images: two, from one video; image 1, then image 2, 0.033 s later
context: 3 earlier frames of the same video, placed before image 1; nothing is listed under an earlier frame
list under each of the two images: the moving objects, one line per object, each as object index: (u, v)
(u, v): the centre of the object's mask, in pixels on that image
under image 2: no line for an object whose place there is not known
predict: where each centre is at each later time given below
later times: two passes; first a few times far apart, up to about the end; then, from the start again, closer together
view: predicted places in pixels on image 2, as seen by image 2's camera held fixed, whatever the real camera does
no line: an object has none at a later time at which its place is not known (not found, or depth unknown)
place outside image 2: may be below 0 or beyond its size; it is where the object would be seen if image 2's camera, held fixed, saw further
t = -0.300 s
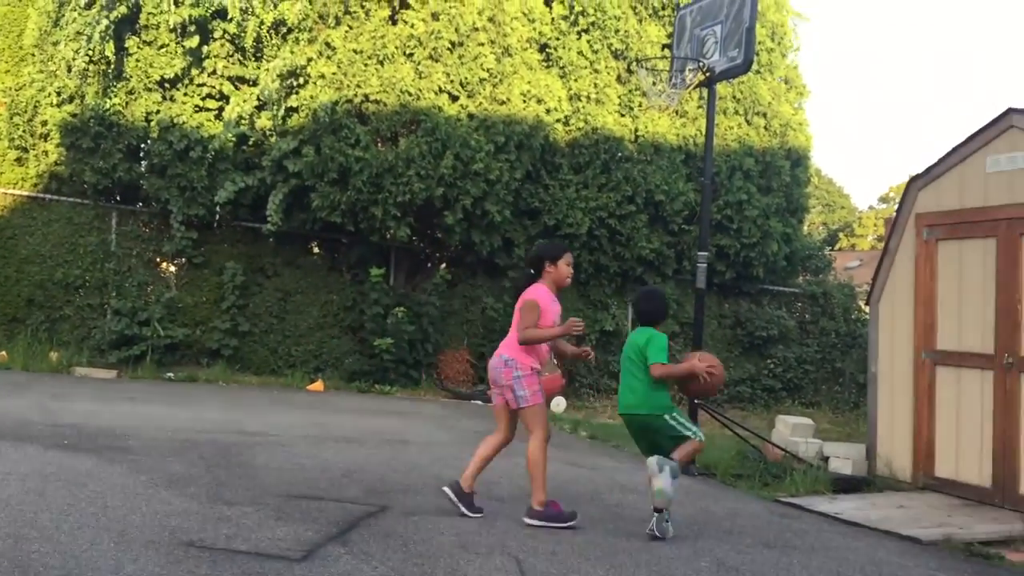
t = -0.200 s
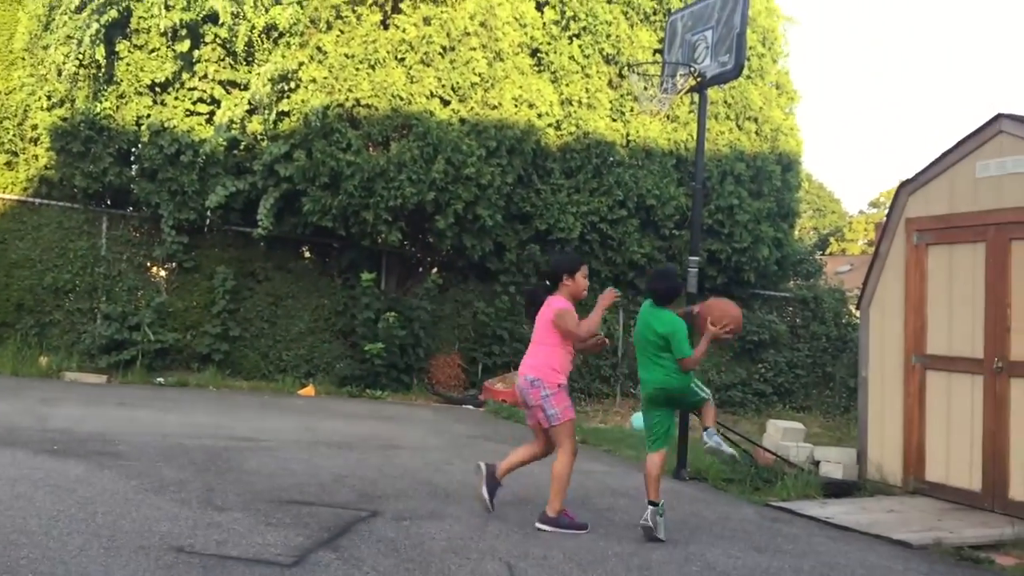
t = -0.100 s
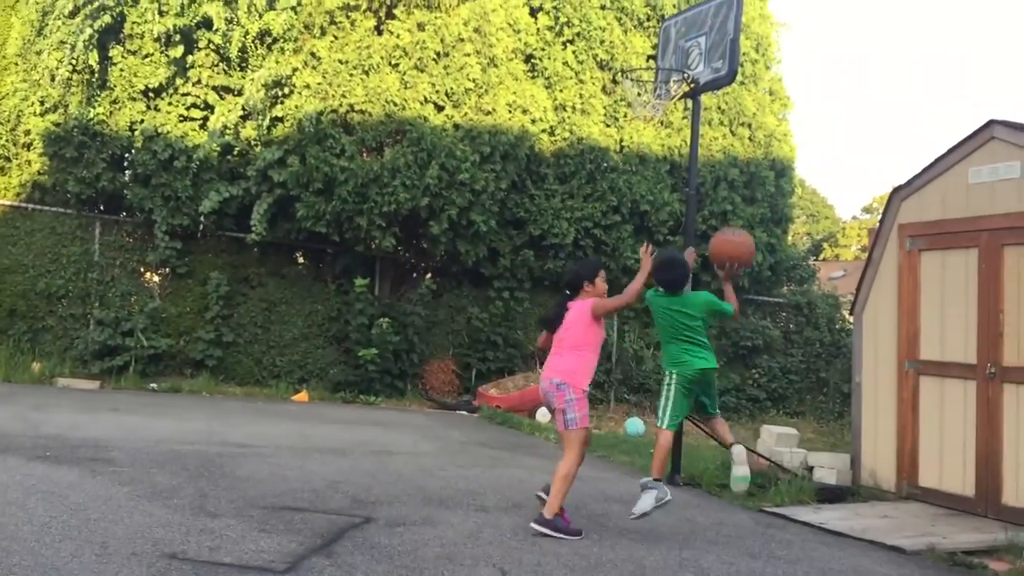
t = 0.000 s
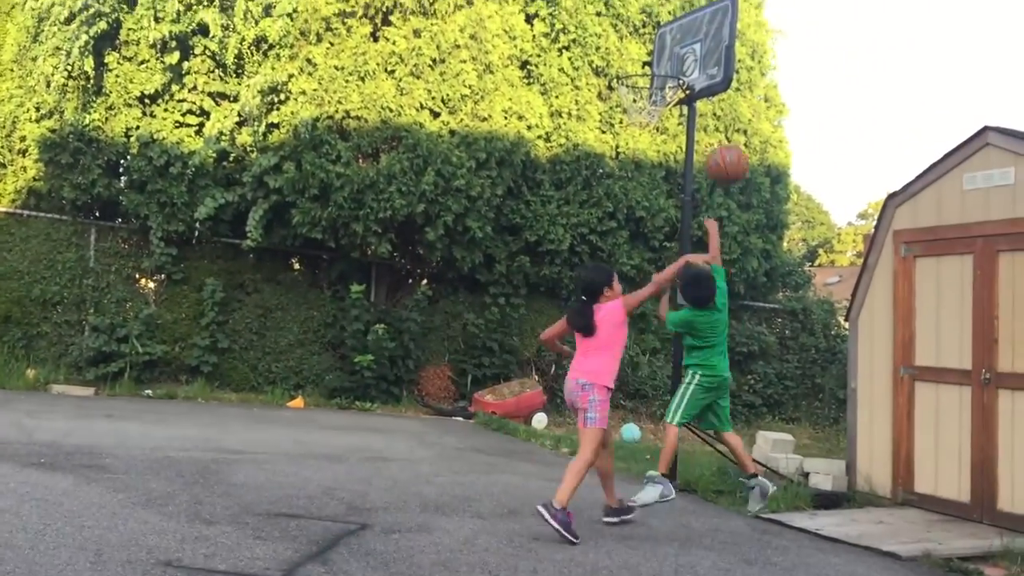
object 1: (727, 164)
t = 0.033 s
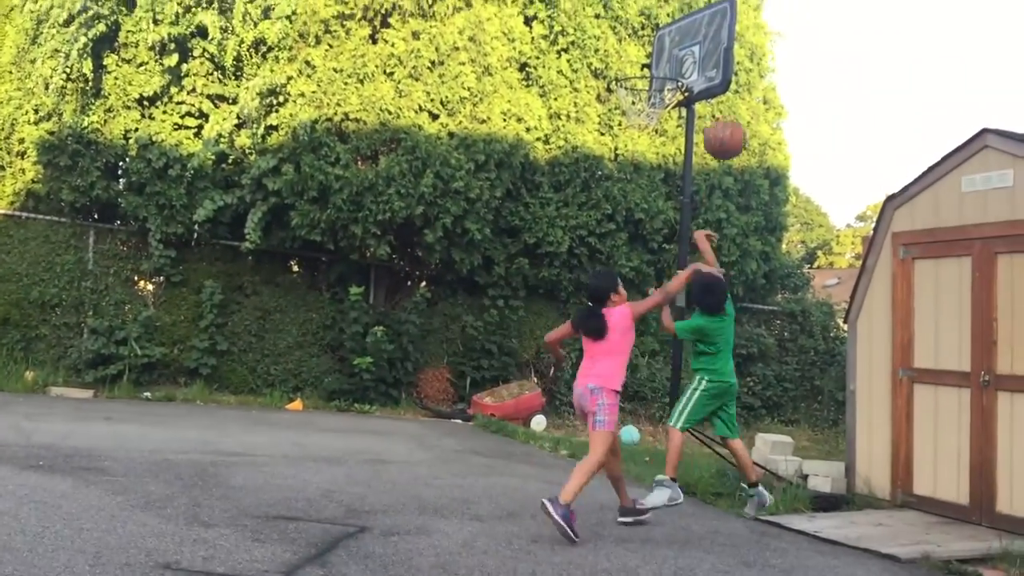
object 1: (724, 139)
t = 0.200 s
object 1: (719, 41)
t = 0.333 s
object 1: (715, 1)
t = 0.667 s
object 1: (675, 3)
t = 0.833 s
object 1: (648, 53)
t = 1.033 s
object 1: (616, 152)
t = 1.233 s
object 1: (586, 292)
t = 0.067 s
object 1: (723, 115)
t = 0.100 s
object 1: (722, 92)
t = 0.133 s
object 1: (722, 72)
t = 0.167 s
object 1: (720, 56)
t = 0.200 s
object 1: (719, 41)
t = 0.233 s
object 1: (717, 28)
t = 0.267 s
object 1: (717, 17)
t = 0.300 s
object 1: (717, 9)
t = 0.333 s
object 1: (715, 1)
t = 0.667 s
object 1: (675, 3)
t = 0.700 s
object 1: (669, 10)
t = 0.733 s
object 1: (663, 19)
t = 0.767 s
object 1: (659, 28)
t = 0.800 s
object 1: (653, 40)
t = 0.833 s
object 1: (648, 53)
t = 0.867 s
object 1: (643, 67)
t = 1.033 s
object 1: (616, 152)
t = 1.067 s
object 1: (611, 173)
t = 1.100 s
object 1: (606, 195)
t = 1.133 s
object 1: (601, 218)
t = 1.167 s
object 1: (596, 241)
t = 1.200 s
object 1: (592, 267)
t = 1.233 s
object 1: (586, 292)
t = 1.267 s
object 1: (581, 318)
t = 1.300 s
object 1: (576, 346)
